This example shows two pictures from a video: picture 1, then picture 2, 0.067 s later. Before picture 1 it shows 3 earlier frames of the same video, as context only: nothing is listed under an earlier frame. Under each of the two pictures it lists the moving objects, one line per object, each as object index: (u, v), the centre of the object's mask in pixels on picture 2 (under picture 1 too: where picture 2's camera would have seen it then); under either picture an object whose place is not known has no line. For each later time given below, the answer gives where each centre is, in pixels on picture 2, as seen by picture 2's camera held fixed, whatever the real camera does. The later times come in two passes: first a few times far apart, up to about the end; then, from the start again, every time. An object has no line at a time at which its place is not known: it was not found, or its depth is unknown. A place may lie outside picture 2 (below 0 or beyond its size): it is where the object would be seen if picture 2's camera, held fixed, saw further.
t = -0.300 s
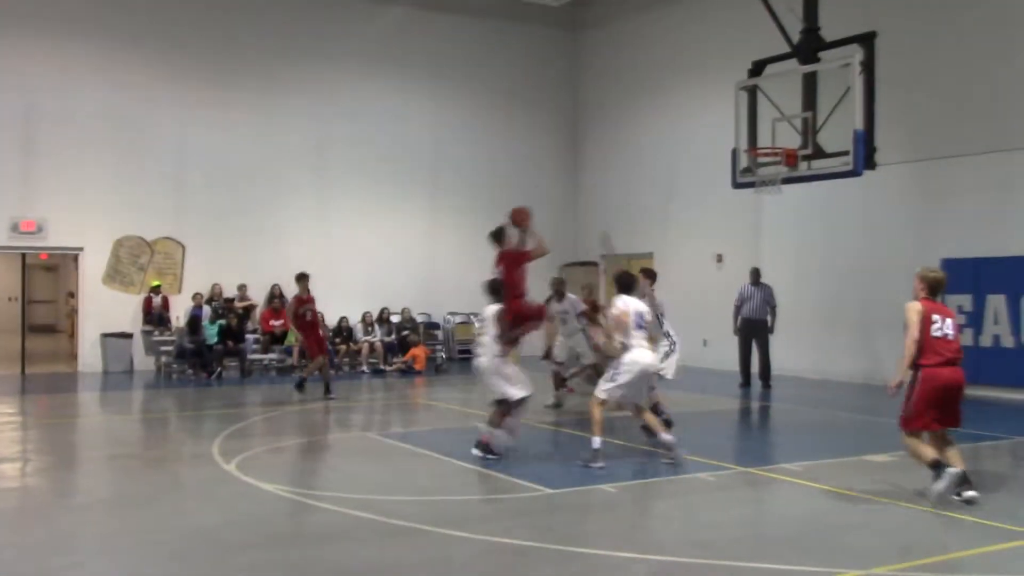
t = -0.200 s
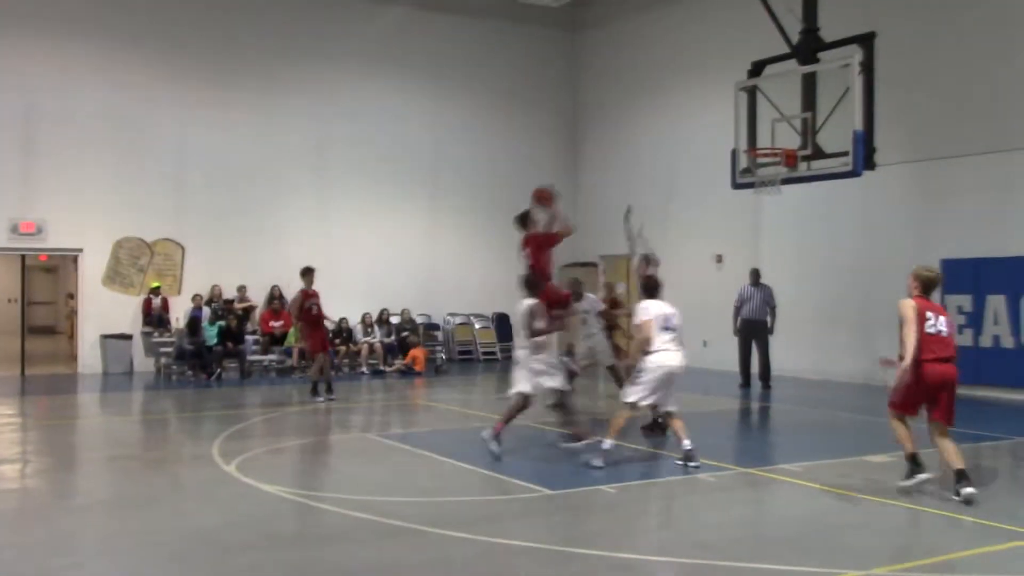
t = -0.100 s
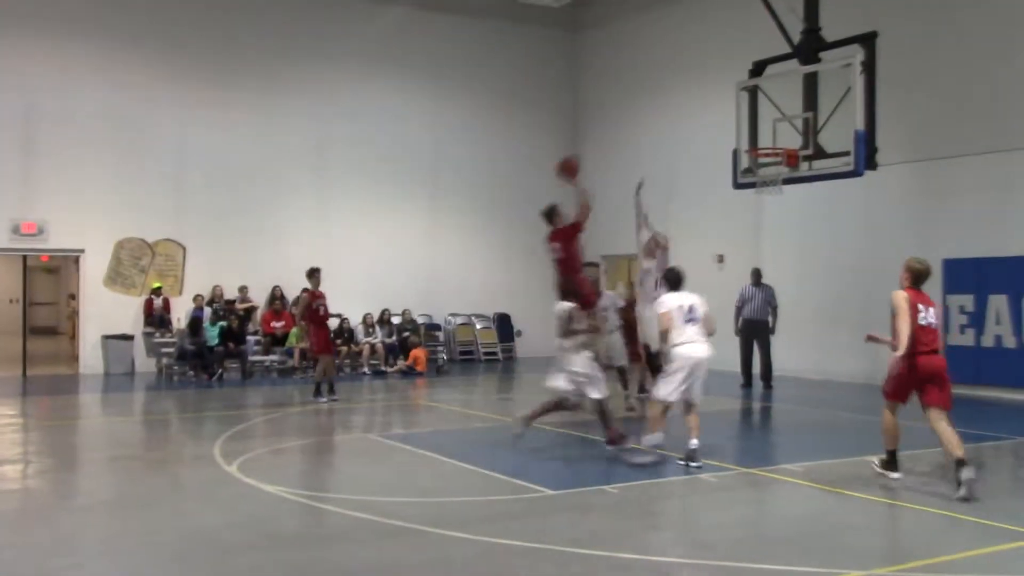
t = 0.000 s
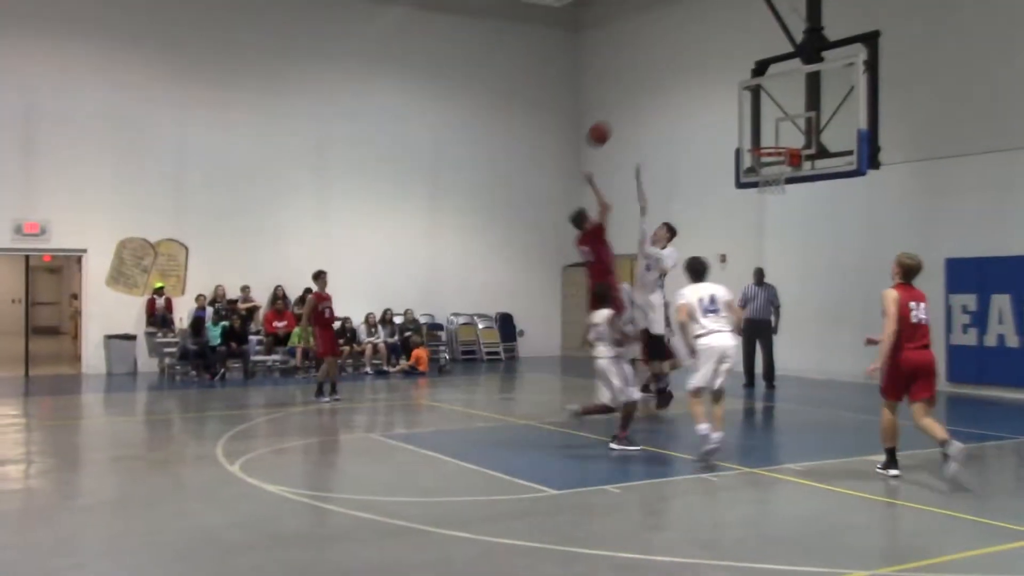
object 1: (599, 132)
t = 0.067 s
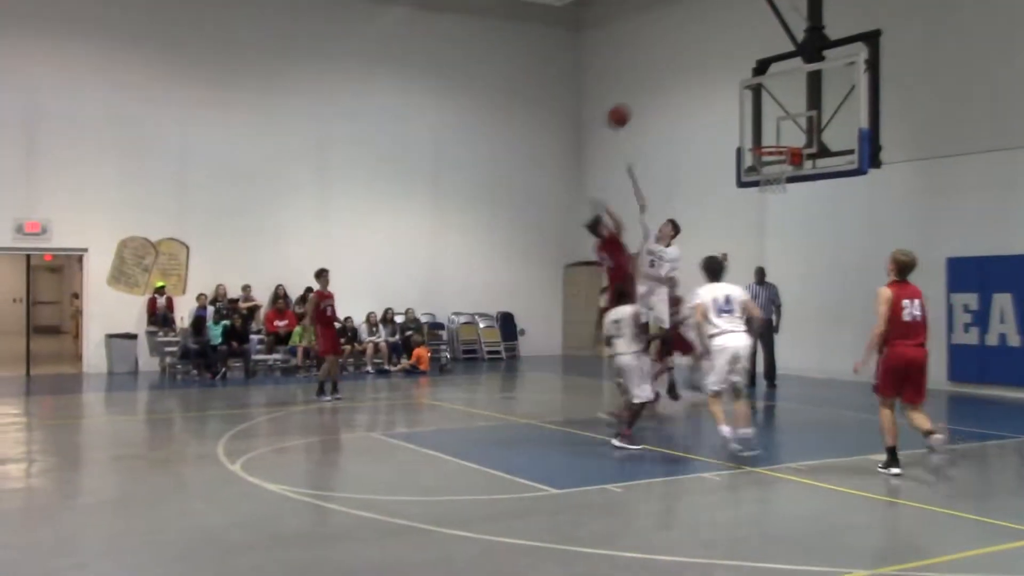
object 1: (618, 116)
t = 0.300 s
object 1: (682, 91)
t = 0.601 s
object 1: (761, 128)
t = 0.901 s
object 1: (757, 161)
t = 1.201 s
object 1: (772, 197)
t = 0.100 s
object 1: (627, 110)
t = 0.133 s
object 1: (637, 104)
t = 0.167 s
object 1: (644, 99)
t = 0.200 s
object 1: (655, 95)
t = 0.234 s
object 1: (664, 93)
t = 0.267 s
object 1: (673, 92)
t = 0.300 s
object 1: (682, 91)
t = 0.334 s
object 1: (691, 91)
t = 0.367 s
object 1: (700, 93)
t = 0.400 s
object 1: (709, 95)
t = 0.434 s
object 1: (718, 98)
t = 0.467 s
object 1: (726, 103)
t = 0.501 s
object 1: (735, 108)
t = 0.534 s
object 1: (743, 114)
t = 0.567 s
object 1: (752, 122)
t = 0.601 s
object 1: (761, 128)
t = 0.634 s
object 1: (769, 138)
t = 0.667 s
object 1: (777, 147)
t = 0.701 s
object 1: (776, 154)
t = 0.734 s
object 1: (770, 161)
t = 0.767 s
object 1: (765, 166)
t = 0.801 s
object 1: (762, 166)
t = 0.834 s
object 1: (760, 163)
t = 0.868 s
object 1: (757, 162)
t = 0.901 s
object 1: (757, 161)
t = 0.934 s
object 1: (758, 163)
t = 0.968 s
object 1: (758, 164)
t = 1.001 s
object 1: (759, 166)
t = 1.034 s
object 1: (761, 172)
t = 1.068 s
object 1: (762, 174)
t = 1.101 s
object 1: (765, 177)
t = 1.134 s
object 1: (767, 183)
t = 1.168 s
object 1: (769, 189)
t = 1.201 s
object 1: (772, 197)
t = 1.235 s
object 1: (774, 203)
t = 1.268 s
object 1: (777, 210)
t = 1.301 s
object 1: (778, 219)
